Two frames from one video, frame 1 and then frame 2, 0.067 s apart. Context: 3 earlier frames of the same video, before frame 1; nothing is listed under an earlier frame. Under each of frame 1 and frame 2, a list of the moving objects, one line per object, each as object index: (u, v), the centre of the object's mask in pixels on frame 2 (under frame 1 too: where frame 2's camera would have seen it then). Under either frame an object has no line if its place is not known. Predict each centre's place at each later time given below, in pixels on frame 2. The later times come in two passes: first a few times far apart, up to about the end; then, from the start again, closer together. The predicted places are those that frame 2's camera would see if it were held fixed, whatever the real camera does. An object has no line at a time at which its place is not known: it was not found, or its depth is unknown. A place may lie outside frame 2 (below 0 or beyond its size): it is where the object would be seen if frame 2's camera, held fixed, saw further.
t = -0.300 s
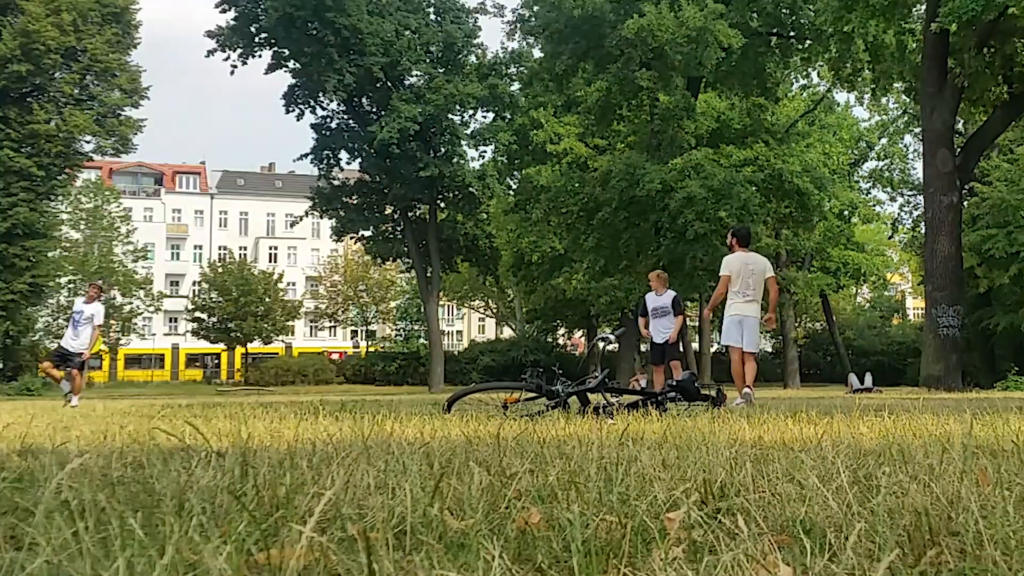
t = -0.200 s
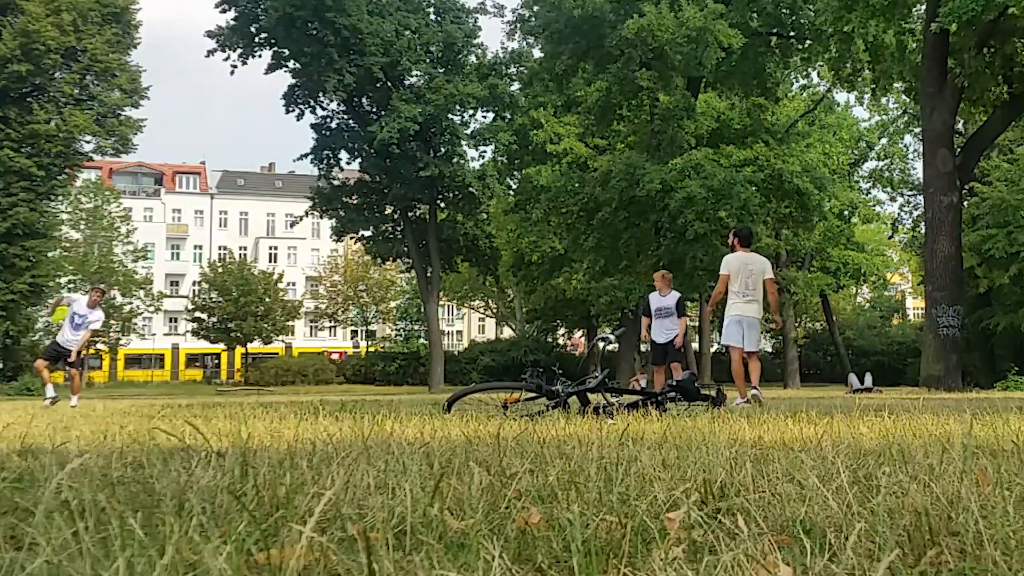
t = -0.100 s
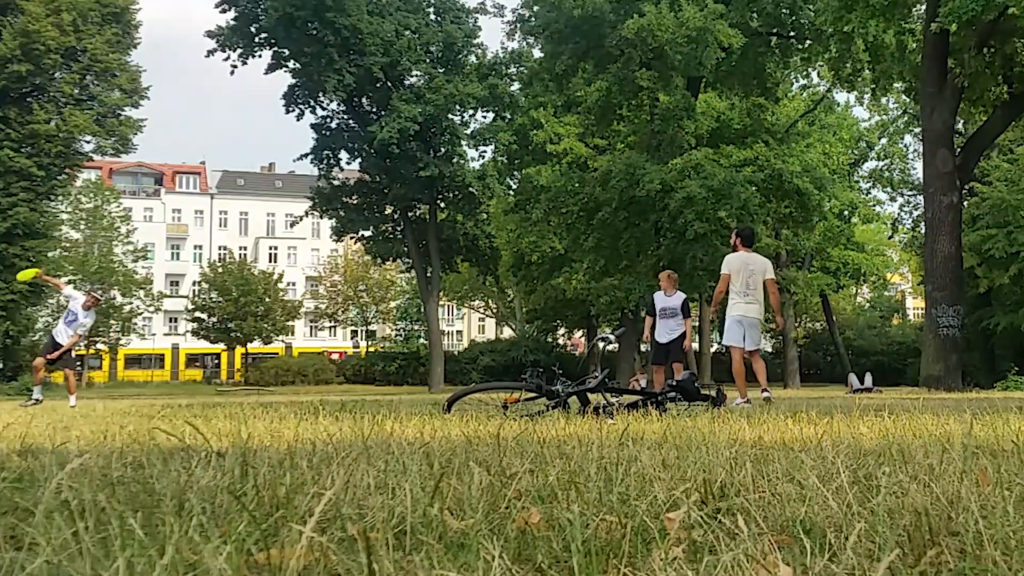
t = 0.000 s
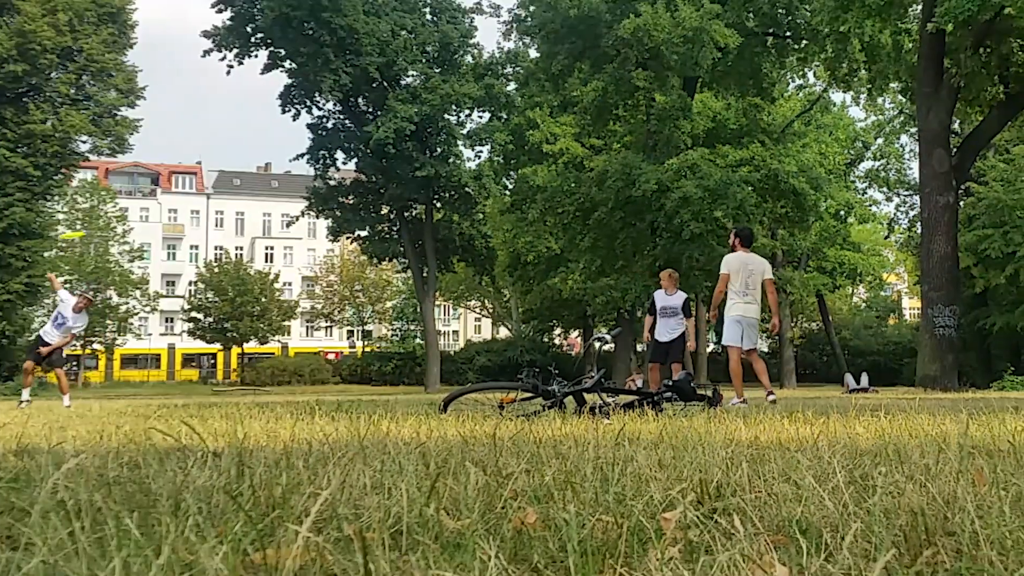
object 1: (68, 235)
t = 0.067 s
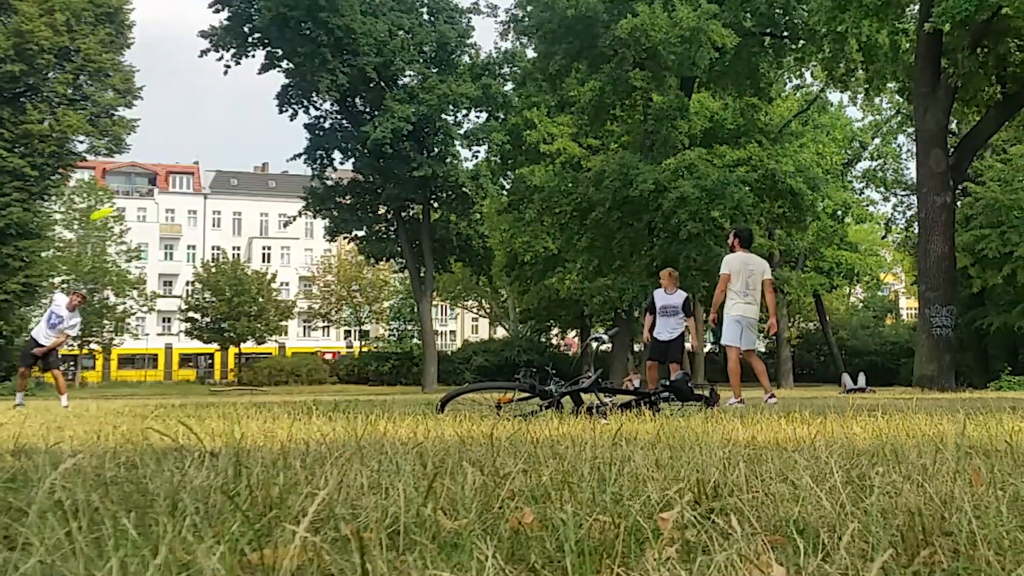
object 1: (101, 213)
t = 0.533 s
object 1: (325, 136)
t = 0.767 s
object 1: (429, 121)
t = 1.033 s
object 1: (544, 117)
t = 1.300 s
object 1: (653, 129)
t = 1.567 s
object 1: (757, 154)
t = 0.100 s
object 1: (117, 204)
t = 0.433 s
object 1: (278, 145)
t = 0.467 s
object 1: (294, 141)
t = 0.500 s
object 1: (310, 138)
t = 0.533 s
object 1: (325, 136)
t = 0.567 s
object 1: (340, 132)
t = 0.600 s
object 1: (355, 130)
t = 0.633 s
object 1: (370, 128)
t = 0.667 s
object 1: (385, 126)
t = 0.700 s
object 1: (400, 124)
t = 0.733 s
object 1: (415, 123)
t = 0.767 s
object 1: (429, 121)
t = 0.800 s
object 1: (444, 120)
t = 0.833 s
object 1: (459, 119)
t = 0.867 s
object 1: (473, 118)
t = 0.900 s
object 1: (488, 117)
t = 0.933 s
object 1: (501, 117)
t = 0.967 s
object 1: (515, 117)
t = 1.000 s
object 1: (529, 117)
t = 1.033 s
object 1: (544, 117)
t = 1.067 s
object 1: (558, 118)
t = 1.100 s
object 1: (571, 119)
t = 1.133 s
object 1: (585, 120)
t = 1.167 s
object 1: (599, 121)
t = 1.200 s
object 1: (612, 123)
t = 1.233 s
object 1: (626, 124)
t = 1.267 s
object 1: (640, 126)
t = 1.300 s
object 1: (653, 129)
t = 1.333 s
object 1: (666, 131)
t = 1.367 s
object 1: (679, 133)
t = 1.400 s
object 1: (693, 136)
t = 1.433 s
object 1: (706, 140)
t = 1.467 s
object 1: (719, 143)
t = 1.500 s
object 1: (732, 146)
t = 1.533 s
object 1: (745, 150)
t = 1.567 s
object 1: (757, 154)
